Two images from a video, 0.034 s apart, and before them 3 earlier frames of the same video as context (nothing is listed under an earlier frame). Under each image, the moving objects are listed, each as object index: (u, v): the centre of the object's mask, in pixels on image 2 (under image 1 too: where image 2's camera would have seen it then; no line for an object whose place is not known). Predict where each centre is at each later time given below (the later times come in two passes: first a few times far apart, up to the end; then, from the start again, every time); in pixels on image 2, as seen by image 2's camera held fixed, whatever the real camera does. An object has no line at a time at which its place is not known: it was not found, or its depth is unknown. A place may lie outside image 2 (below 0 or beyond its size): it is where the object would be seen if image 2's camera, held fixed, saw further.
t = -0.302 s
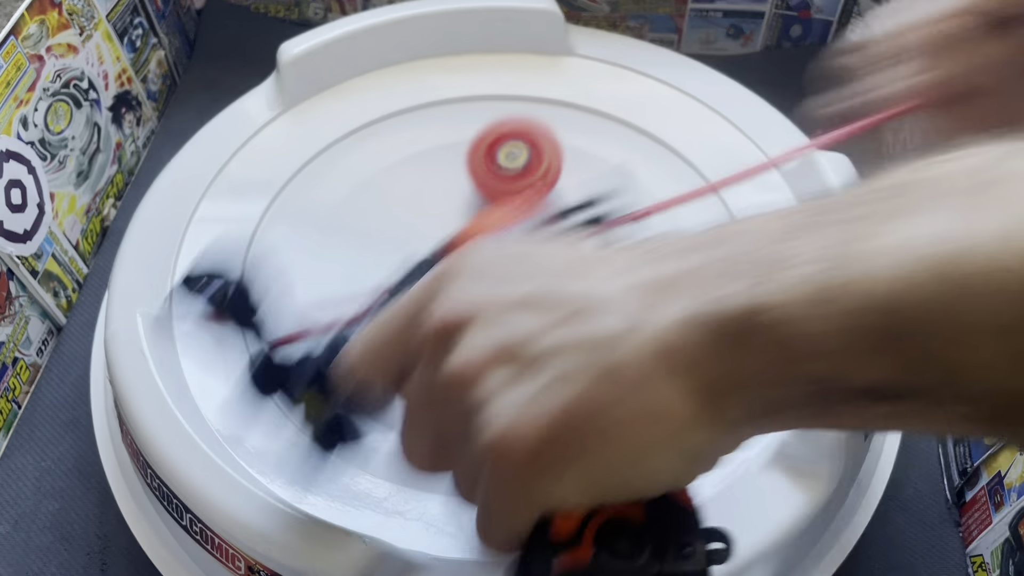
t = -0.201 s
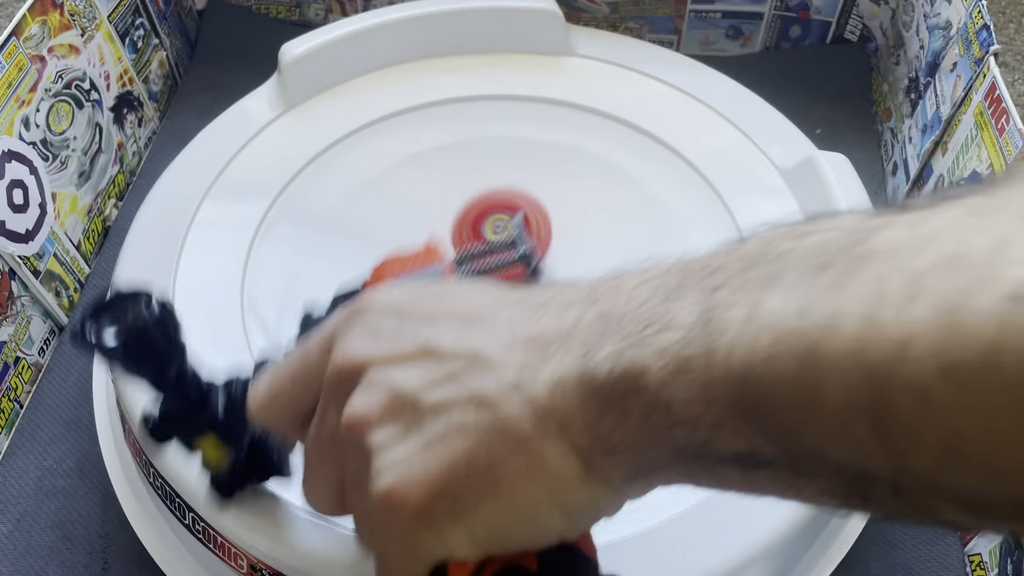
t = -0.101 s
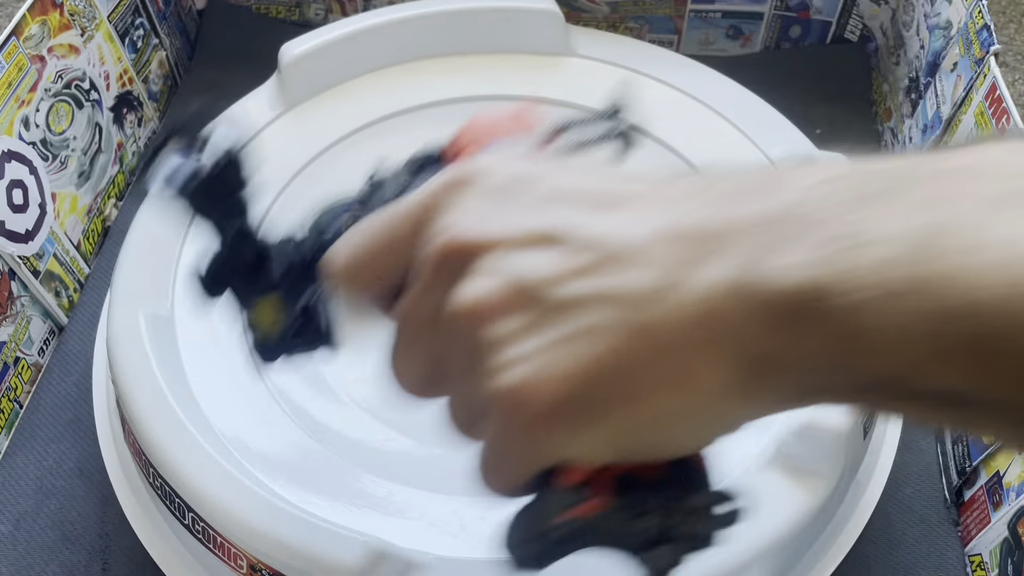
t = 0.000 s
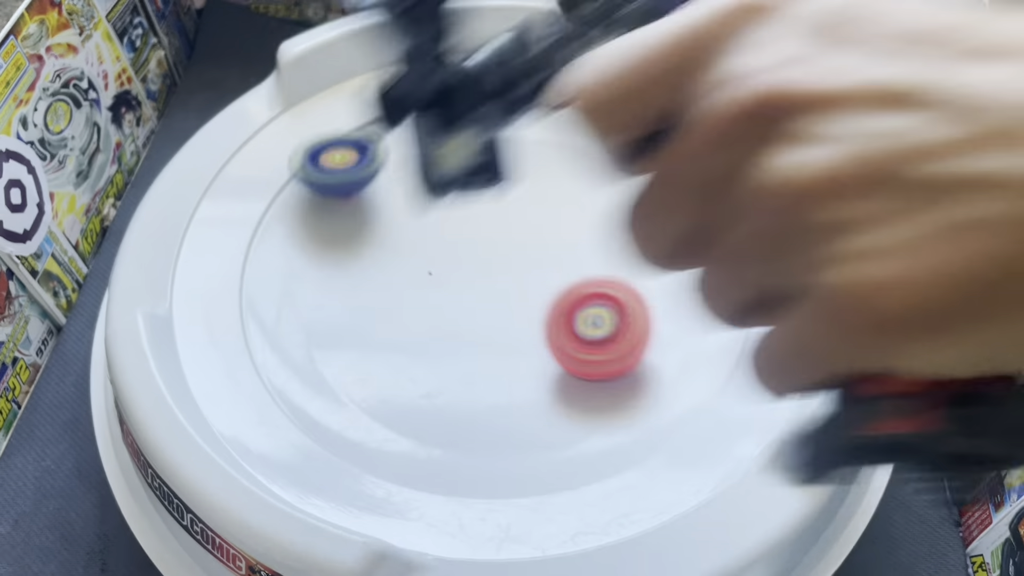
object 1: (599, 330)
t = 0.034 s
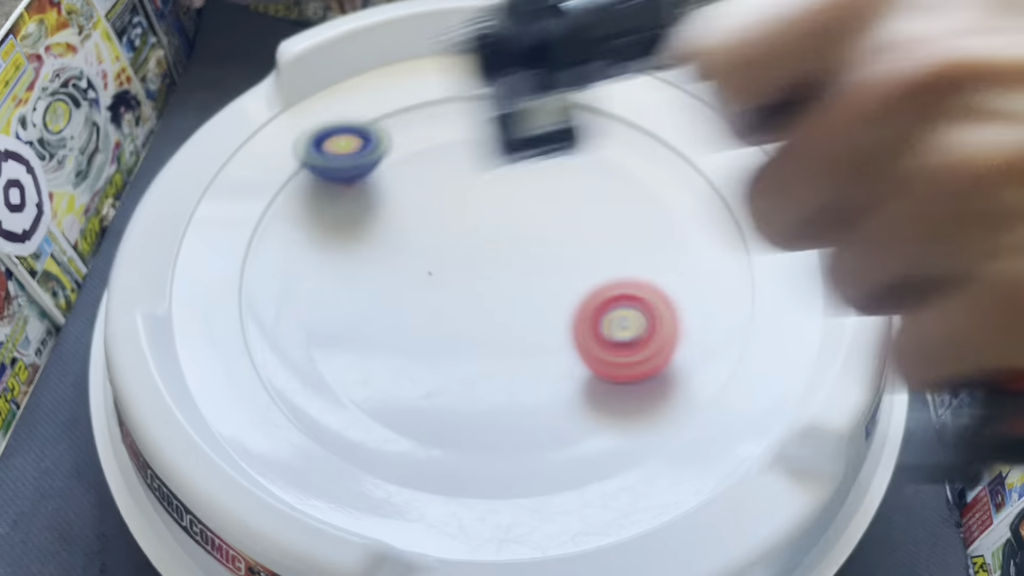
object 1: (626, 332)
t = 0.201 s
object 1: (748, 283)
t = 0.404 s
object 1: (680, 193)
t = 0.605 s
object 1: (521, 209)
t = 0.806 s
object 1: (431, 298)
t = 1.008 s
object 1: (464, 39)
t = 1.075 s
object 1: (482, 61)
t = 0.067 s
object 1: (654, 329)
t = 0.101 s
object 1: (681, 321)
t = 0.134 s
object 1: (707, 311)
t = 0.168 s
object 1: (731, 299)
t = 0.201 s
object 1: (748, 283)
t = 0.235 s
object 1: (743, 266)
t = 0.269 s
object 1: (736, 248)
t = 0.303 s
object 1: (729, 230)
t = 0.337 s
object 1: (718, 214)
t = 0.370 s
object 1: (702, 201)
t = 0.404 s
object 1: (680, 193)
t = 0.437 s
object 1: (654, 190)
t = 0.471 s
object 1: (624, 192)
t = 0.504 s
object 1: (594, 197)
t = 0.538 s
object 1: (565, 206)
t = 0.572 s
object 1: (541, 210)
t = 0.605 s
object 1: (521, 209)
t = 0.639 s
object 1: (502, 213)
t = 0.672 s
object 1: (484, 224)
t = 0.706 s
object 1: (466, 240)
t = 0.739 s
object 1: (451, 258)
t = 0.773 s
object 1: (439, 279)
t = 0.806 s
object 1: (431, 298)
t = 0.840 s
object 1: (435, 239)
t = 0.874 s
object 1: (440, 176)
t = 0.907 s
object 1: (445, 121)
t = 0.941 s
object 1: (447, 71)
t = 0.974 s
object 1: (454, 44)
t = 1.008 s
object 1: (464, 39)
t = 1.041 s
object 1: (474, 50)
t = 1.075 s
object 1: (482, 61)
